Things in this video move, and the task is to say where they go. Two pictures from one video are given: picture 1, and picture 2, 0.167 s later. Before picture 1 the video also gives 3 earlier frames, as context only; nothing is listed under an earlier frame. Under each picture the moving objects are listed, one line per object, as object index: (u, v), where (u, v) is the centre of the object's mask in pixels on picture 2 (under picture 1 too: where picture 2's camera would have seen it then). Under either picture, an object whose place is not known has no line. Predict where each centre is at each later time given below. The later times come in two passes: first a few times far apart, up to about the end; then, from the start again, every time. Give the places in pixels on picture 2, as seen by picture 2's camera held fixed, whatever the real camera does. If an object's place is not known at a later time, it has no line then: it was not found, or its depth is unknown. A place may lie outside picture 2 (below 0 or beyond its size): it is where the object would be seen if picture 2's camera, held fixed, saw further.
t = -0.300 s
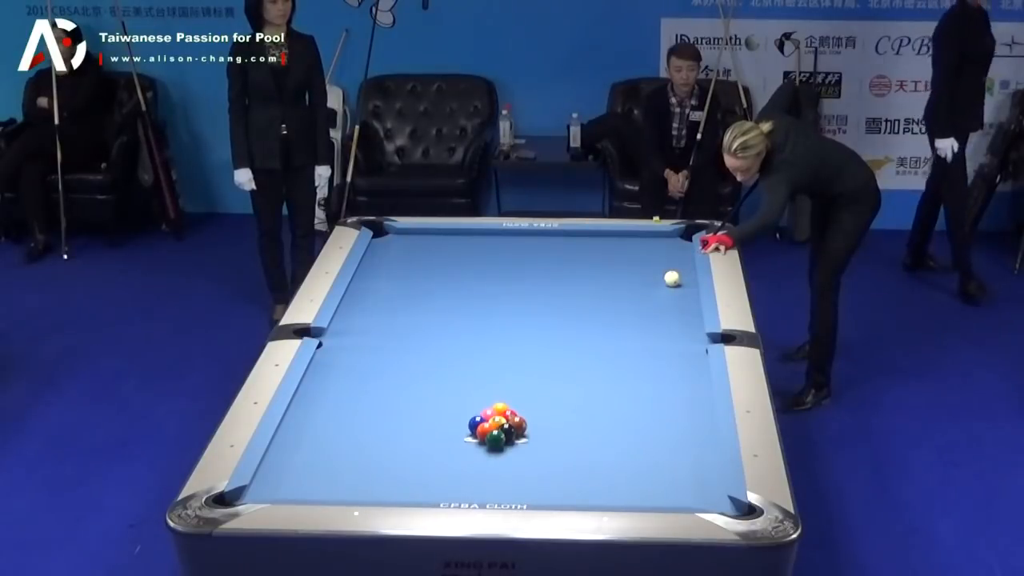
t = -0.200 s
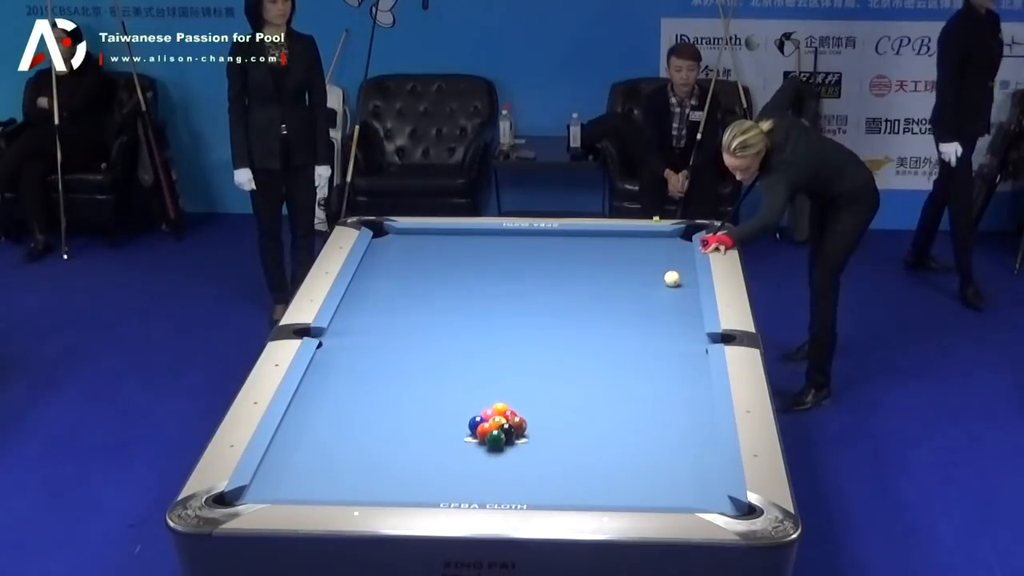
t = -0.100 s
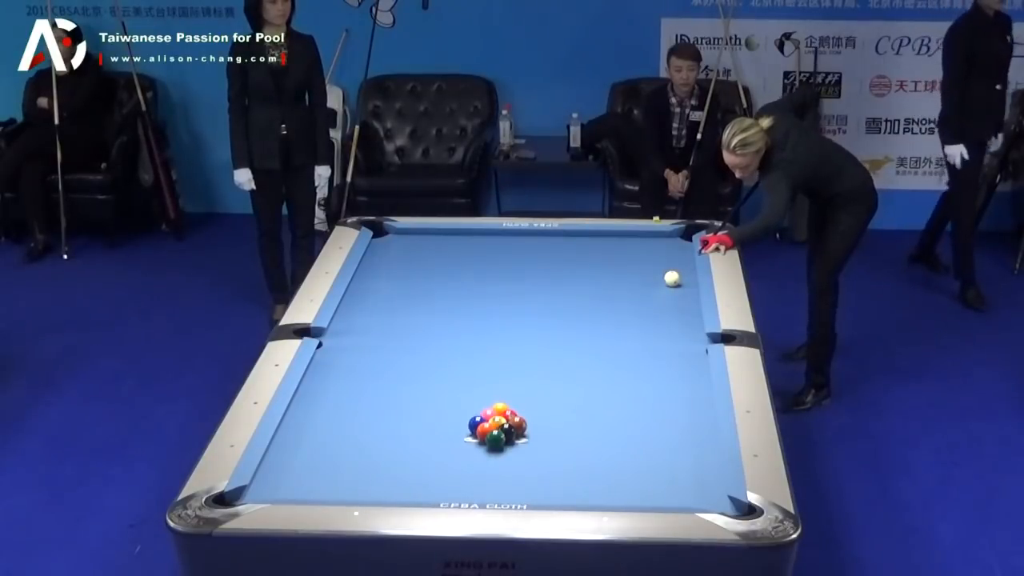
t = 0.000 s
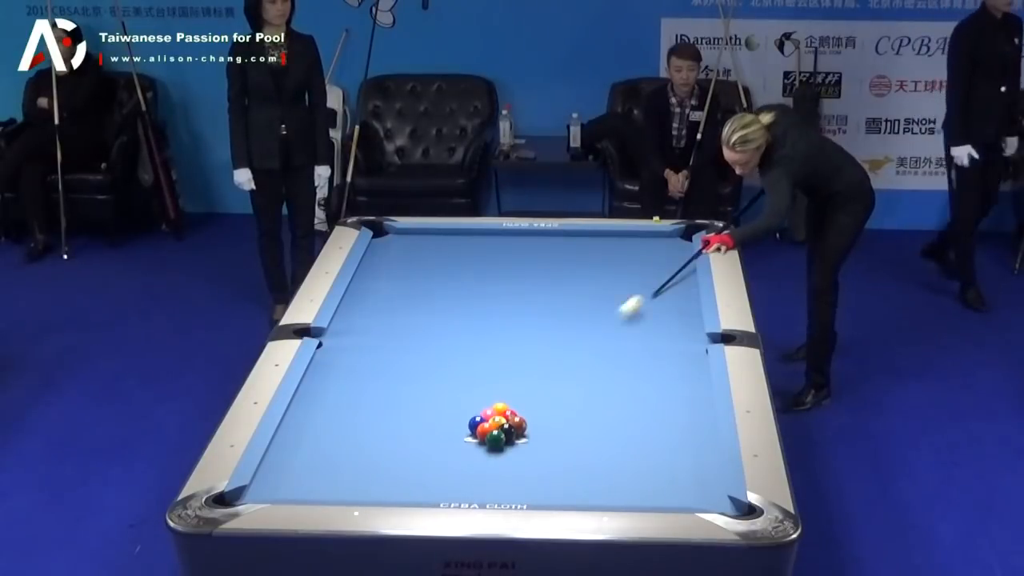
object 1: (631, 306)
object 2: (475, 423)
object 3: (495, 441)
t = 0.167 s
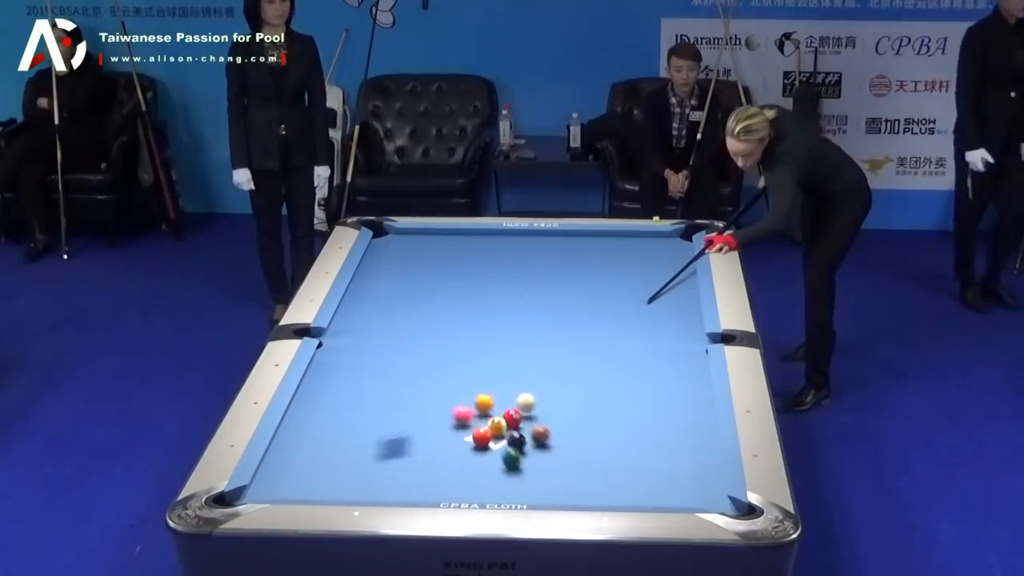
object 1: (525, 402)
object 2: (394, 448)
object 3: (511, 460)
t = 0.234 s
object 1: (545, 406)
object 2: (282, 472)
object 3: (534, 485)
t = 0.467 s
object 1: (595, 411)
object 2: (454, 491)
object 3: (616, 473)
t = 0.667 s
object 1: (633, 415)
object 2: (518, 461)
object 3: (700, 454)
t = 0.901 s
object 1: (678, 418)
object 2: (540, 429)
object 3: (660, 434)
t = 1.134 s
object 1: (699, 421)
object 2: (548, 413)
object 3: (612, 415)
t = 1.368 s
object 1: (677, 421)
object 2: (548, 403)
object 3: (567, 397)
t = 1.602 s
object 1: (656, 421)
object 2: (549, 394)
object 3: (525, 380)
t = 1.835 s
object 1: (636, 421)
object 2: (550, 385)
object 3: (486, 365)
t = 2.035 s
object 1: (621, 421)
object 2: (550, 379)
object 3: (455, 353)
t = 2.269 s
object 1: (604, 421)
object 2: (550, 372)
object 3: (421, 339)
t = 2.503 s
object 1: (588, 420)
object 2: (551, 365)
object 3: (388, 327)
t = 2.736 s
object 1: (573, 420)
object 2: (551, 359)
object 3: (358, 315)
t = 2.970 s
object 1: (560, 420)
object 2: (550, 354)
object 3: (353, 306)
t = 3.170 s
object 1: (549, 420)
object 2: (550, 350)
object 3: (369, 301)
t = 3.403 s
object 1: (538, 420)
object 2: (549, 345)
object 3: (385, 296)
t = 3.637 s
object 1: (529, 420)
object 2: (548, 341)
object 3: (400, 291)
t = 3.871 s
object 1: (521, 419)
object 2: (547, 338)
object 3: (415, 286)
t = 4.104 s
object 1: (514, 420)
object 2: (547, 335)
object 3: (428, 282)
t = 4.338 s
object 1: (509, 419)
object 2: (546, 332)
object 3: (440, 278)
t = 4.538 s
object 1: (507, 419)
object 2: (546, 331)
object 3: (450, 275)
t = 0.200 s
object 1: (535, 406)
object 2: (338, 460)
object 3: (523, 472)
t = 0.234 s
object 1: (545, 406)
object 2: (282, 472)
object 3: (534, 485)
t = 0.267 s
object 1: (553, 407)
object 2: (277, 480)
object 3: (545, 495)
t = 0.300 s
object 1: (561, 408)
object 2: (308, 486)
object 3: (555, 497)
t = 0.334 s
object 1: (568, 409)
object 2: (339, 491)
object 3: (562, 492)
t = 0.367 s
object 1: (575, 410)
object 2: (370, 495)
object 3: (570, 485)
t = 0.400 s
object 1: (582, 411)
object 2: (401, 495)
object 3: (582, 480)
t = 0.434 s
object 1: (588, 411)
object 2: (427, 493)
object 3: (599, 476)
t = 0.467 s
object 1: (595, 411)
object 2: (454, 491)
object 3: (616, 473)
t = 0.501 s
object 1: (601, 412)
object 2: (479, 487)
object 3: (632, 470)
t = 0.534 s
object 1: (608, 413)
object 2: (503, 482)
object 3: (646, 467)
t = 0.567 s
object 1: (614, 413)
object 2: (511, 477)
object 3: (660, 464)
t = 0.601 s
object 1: (620, 414)
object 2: (513, 471)
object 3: (673, 460)
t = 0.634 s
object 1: (627, 414)
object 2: (515, 466)
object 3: (687, 457)
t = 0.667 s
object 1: (633, 415)
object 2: (518, 461)
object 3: (700, 454)
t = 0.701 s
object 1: (640, 416)
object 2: (521, 456)
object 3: (711, 452)
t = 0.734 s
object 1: (646, 416)
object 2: (524, 452)
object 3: (701, 449)
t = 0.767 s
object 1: (652, 416)
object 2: (528, 447)
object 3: (692, 446)
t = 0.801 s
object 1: (659, 417)
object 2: (531, 442)
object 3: (683, 443)
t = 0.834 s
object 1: (665, 418)
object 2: (534, 438)
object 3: (675, 439)
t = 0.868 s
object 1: (671, 418)
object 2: (537, 433)
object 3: (667, 437)
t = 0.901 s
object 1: (678, 418)
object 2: (540, 429)
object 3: (660, 434)
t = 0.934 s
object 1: (684, 419)
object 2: (543, 425)
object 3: (653, 431)
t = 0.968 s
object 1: (690, 419)
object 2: (546, 421)
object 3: (646, 428)
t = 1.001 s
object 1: (696, 420)
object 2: (548, 418)
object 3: (639, 425)
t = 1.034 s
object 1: (702, 420)
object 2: (548, 417)
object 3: (632, 423)
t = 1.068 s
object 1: (707, 421)
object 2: (548, 416)
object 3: (625, 420)
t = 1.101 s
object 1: (703, 421)
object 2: (548, 414)
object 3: (619, 417)
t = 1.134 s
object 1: (699, 421)
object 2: (548, 413)
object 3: (612, 415)
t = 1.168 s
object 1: (696, 421)
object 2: (548, 411)
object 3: (605, 412)
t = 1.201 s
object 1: (692, 421)
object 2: (548, 410)
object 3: (599, 409)
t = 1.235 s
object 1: (689, 421)
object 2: (548, 409)
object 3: (592, 407)
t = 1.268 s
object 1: (686, 421)
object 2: (548, 407)
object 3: (586, 405)
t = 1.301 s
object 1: (683, 421)
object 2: (548, 406)
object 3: (579, 402)
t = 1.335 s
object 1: (680, 421)
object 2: (548, 404)
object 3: (573, 400)
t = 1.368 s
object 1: (677, 421)
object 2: (548, 403)
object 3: (567, 397)
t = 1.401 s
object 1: (674, 421)
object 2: (548, 402)
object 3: (562, 394)
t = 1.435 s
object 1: (671, 421)
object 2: (548, 400)
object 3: (556, 390)
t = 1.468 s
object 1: (668, 421)
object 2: (549, 399)
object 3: (549, 385)
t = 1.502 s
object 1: (665, 421)
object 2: (549, 398)
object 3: (542, 385)
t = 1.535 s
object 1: (662, 421)
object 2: (549, 397)
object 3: (536, 385)
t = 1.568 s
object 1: (659, 421)
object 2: (549, 395)
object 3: (531, 383)
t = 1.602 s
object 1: (656, 421)
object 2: (549, 394)
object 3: (525, 380)
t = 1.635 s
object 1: (653, 421)
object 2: (549, 393)
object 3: (519, 378)
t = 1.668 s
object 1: (650, 421)
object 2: (549, 391)
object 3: (514, 376)
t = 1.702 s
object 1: (648, 421)
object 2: (549, 390)
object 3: (508, 374)
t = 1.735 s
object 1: (645, 421)
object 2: (549, 389)
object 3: (502, 371)
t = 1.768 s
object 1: (642, 421)
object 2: (549, 388)
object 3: (497, 370)
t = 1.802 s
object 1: (639, 421)
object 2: (550, 387)
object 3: (492, 368)
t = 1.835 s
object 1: (636, 421)
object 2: (550, 385)
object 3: (486, 365)
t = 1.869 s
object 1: (634, 421)
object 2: (550, 384)
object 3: (481, 363)
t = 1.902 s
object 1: (631, 421)
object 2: (550, 383)
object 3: (475, 361)
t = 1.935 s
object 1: (628, 421)
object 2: (550, 382)
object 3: (470, 359)
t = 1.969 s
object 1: (626, 421)
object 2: (550, 381)
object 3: (465, 357)
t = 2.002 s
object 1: (623, 421)
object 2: (550, 380)
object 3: (460, 355)
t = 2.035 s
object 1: (621, 421)
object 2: (550, 379)
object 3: (455, 353)
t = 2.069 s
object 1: (618, 421)
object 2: (550, 378)
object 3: (450, 351)
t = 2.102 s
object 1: (616, 421)
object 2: (550, 377)
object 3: (445, 349)
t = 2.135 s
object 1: (613, 421)
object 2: (550, 376)
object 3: (440, 347)
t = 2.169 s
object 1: (611, 421)
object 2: (550, 375)
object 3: (435, 345)
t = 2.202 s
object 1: (608, 421)
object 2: (550, 374)
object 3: (430, 343)
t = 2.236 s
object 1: (606, 421)
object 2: (550, 373)
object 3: (425, 342)
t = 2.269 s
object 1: (604, 421)
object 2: (550, 372)
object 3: (421, 339)
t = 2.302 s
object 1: (601, 421)
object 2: (550, 371)
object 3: (416, 338)
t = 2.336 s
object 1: (599, 421)
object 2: (550, 370)
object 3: (411, 336)
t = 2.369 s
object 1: (597, 421)
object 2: (551, 369)
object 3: (406, 334)
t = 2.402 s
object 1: (594, 421)
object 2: (551, 368)
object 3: (402, 332)
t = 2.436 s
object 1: (592, 420)
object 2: (551, 367)
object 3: (397, 330)
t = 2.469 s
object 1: (590, 420)
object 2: (551, 366)
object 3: (393, 329)
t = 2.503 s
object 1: (588, 420)
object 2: (551, 365)
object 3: (388, 327)
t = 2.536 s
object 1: (586, 420)
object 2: (551, 364)
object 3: (384, 325)
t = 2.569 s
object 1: (583, 420)
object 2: (551, 363)
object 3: (379, 323)
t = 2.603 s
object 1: (581, 420)
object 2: (551, 363)
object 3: (375, 322)
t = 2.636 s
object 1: (579, 420)
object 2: (551, 362)
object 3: (371, 320)
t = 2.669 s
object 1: (577, 420)
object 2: (550, 361)
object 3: (367, 319)
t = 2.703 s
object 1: (575, 420)
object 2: (551, 360)
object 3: (362, 317)
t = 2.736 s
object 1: (573, 420)
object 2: (551, 359)
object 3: (358, 315)
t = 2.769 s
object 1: (571, 420)
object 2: (551, 359)
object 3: (354, 314)
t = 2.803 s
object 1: (569, 420)
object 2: (551, 358)
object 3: (350, 312)
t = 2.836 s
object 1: (567, 420)
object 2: (551, 357)
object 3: (346, 311)
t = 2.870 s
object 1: (565, 420)
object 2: (550, 356)
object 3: (344, 309)
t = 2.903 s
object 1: (563, 420)
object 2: (550, 355)
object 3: (347, 309)
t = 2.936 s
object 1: (562, 420)
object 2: (550, 354)
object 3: (351, 308)
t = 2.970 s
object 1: (560, 420)
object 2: (550, 354)
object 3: (353, 306)
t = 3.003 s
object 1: (558, 420)
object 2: (550, 353)
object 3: (356, 306)
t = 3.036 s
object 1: (556, 420)
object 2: (550, 352)
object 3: (359, 305)
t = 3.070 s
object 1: (555, 420)
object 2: (550, 352)
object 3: (361, 304)
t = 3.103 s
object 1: (553, 420)
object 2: (550, 351)
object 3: (364, 303)
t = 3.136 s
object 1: (551, 420)
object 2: (550, 350)
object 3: (366, 302)
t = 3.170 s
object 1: (549, 420)
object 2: (550, 350)
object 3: (369, 301)
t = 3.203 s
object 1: (548, 420)
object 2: (550, 349)
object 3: (371, 301)
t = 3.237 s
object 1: (546, 420)
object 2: (549, 348)
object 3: (374, 300)
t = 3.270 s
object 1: (545, 420)
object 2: (549, 348)
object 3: (376, 299)
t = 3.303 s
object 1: (543, 420)
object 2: (549, 347)
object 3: (378, 298)
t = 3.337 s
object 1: (541, 420)
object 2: (549, 346)
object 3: (381, 297)
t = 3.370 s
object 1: (540, 420)
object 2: (549, 346)
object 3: (383, 297)
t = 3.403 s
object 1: (538, 420)
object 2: (549, 345)
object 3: (385, 296)
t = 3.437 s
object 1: (537, 420)
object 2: (549, 345)
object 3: (387, 295)
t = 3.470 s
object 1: (535, 420)
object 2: (549, 344)
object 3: (389, 294)
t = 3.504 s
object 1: (534, 420)
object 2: (549, 343)
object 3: (392, 294)
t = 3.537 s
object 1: (533, 420)
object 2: (548, 343)
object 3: (394, 293)
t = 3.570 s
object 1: (531, 420)
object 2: (548, 342)
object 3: (396, 292)
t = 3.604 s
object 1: (530, 419)
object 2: (548, 342)
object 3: (398, 292)
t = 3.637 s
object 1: (529, 420)
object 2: (548, 341)
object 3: (400, 291)
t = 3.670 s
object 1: (528, 420)
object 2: (548, 341)
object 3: (403, 290)
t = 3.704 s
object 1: (526, 419)
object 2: (548, 340)
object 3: (405, 290)
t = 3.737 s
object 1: (525, 419)
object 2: (548, 340)
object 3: (407, 289)
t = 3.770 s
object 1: (524, 419)
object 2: (548, 339)
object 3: (409, 288)
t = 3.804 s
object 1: (523, 419)
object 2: (547, 339)
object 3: (411, 288)
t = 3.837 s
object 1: (521, 419)
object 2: (547, 338)
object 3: (413, 287)
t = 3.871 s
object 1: (521, 419)
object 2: (547, 338)
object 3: (415, 286)
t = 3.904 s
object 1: (519, 419)
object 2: (547, 338)
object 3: (417, 286)
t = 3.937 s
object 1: (518, 419)
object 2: (547, 337)
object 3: (418, 285)
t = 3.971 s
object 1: (517, 419)
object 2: (547, 336)
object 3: (420, 285)
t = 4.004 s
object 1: (516, 419)
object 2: (547, 336)
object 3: (422, 284)
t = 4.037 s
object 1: (515, 419)
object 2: (547, 336)
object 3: (424, 283)
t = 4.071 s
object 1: (515, 419)
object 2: (547, 335)
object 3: (426, 283)
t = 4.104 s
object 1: (514, 420)
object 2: (547, 335)
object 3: (428, 282)
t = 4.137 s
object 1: (513, 420)
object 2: (546, 335)
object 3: (430, 281)
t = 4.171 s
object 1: (512, 420)
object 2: (547, 334)
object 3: (431, 281)
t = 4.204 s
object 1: (511, 420)
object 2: (546, 334)
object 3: (433, 280)
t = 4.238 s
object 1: (511, 420)
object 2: (546, 333)
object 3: (435, 280)
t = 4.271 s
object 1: (510, 420)
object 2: (546, 333)
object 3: (437, 279)
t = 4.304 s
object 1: (509, 420)
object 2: (546, 332)
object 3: (438, 279)
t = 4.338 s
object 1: (509, 419)
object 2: (546, 332)
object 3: (440, 278)
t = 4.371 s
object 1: (508, 419)
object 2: (546, 332)
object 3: (442, 278)
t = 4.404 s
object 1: (508, 419)
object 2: (546, 332)
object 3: (444, 277)
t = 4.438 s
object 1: (507, 419)
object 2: (546, 331)
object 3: (445, 277)
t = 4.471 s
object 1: (507, 419)
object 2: (546, 331)
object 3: (447, 276)
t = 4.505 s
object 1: (507, 419)
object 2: (546, 331)
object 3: (448, 276)
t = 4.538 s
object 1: (507, 419)
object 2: (546, 331)
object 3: (450, 275)
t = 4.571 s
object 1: (506, 419)
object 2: (546, 330)
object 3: (451, 275)
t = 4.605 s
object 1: (506, 419)
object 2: (546, 330)
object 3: (453, 274)
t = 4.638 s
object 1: (506, 419)
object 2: (546, 330)
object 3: (454, 274)
